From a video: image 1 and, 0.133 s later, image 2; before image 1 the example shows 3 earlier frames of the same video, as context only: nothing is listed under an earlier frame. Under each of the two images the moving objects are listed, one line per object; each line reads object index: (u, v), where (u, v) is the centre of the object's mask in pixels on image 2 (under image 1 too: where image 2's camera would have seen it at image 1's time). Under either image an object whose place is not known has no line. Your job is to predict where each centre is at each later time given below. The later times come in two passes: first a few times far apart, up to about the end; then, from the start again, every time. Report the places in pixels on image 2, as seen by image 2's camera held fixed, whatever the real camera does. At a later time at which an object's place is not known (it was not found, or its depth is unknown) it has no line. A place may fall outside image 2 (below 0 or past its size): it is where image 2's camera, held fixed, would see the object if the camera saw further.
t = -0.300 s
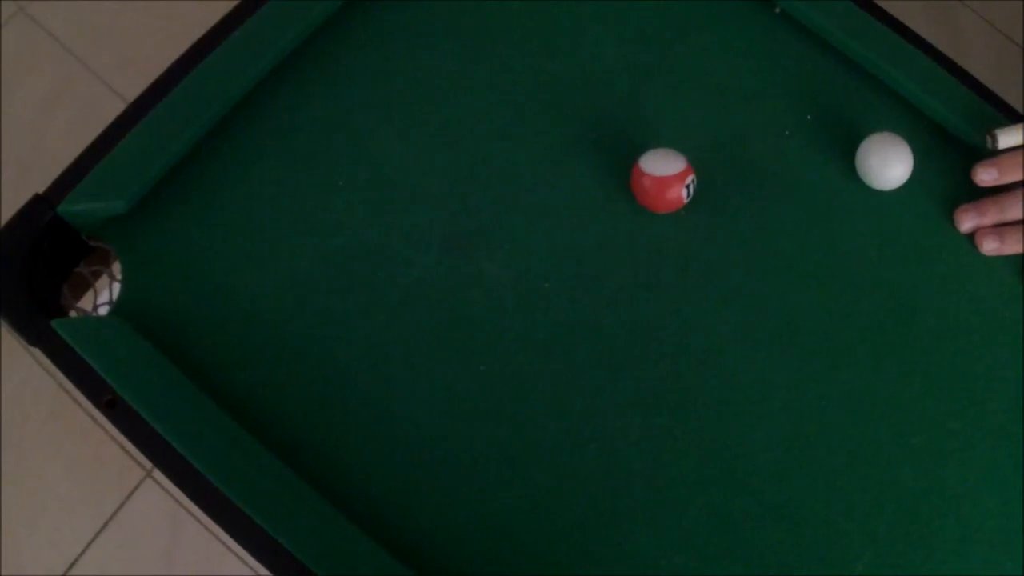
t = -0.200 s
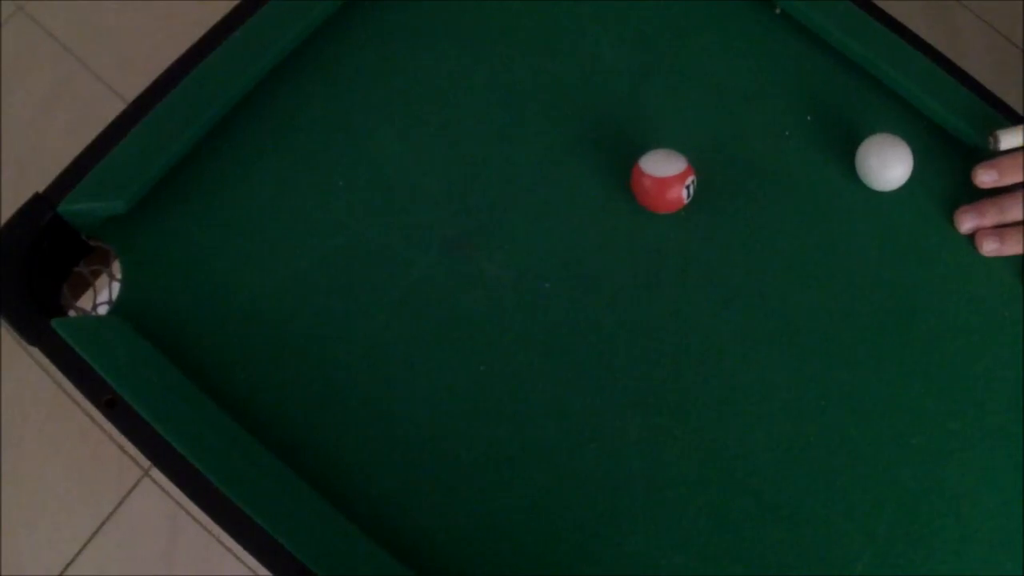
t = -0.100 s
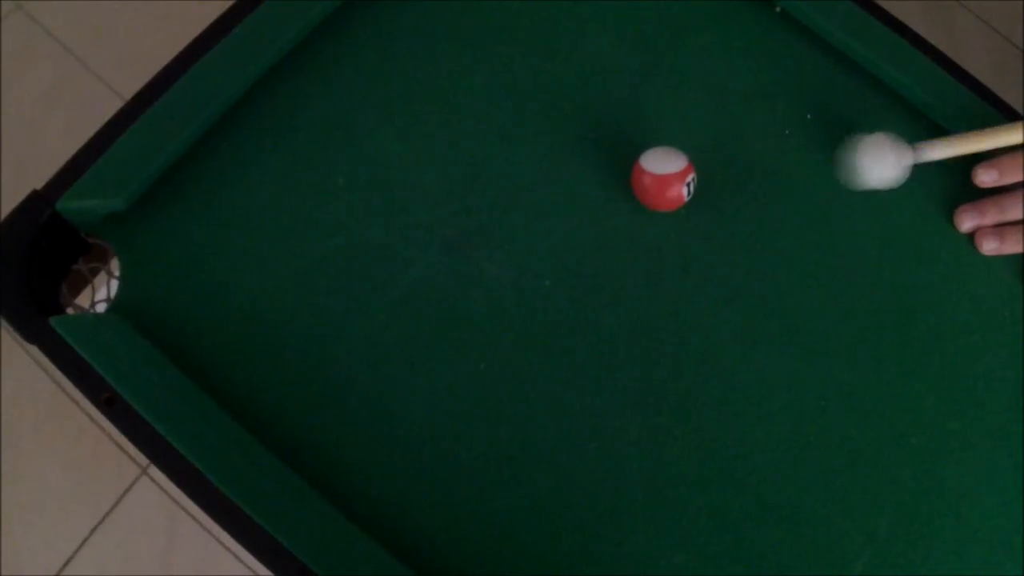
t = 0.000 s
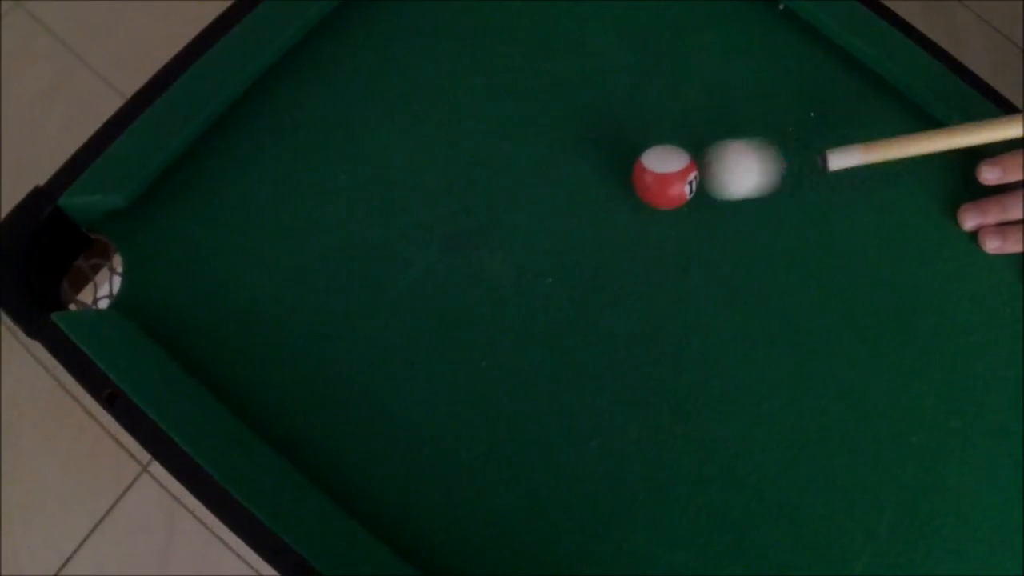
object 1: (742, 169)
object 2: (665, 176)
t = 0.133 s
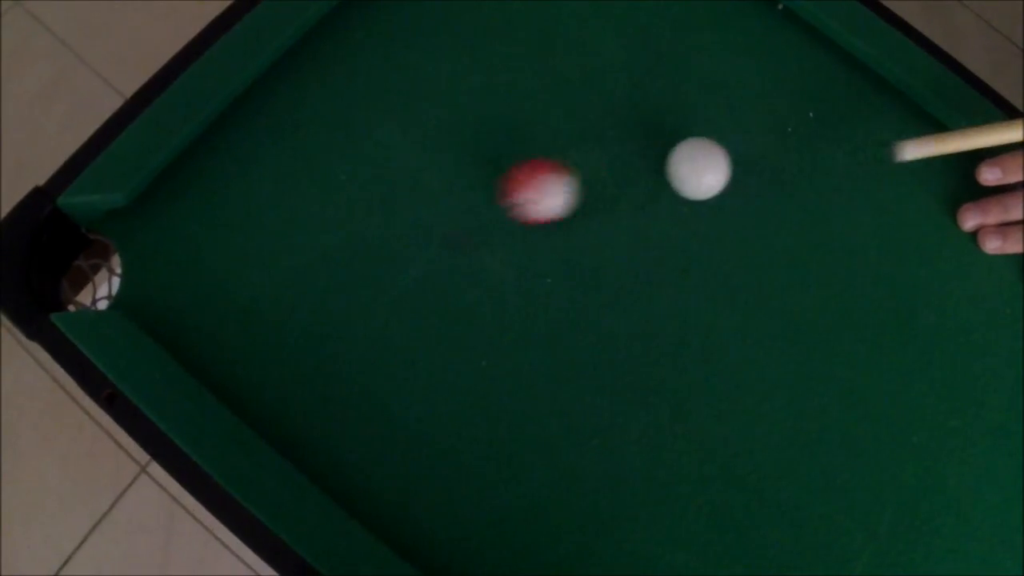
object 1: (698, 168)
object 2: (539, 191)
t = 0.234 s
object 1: (669, 169)
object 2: (451, 203)
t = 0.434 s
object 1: (621, 172)
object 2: (285, 224)
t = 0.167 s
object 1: (689, 169)
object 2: (509, 196)
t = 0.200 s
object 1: (679, 169)
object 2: (479, 200)
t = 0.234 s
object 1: (669, 169)
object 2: (451, 203)
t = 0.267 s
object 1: (661, 170)
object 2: (422, 206)
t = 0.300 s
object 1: (653, 170)
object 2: (394, 210)
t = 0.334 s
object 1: (645, 171)
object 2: (366, 214)
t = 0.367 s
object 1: (637, 171)
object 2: (340, 217)
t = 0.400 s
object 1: (628, 172)
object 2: (312, 221)
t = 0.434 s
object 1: (621, 172)
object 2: (285, 224)
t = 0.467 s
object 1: (614, 172)
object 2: (261, 228)
